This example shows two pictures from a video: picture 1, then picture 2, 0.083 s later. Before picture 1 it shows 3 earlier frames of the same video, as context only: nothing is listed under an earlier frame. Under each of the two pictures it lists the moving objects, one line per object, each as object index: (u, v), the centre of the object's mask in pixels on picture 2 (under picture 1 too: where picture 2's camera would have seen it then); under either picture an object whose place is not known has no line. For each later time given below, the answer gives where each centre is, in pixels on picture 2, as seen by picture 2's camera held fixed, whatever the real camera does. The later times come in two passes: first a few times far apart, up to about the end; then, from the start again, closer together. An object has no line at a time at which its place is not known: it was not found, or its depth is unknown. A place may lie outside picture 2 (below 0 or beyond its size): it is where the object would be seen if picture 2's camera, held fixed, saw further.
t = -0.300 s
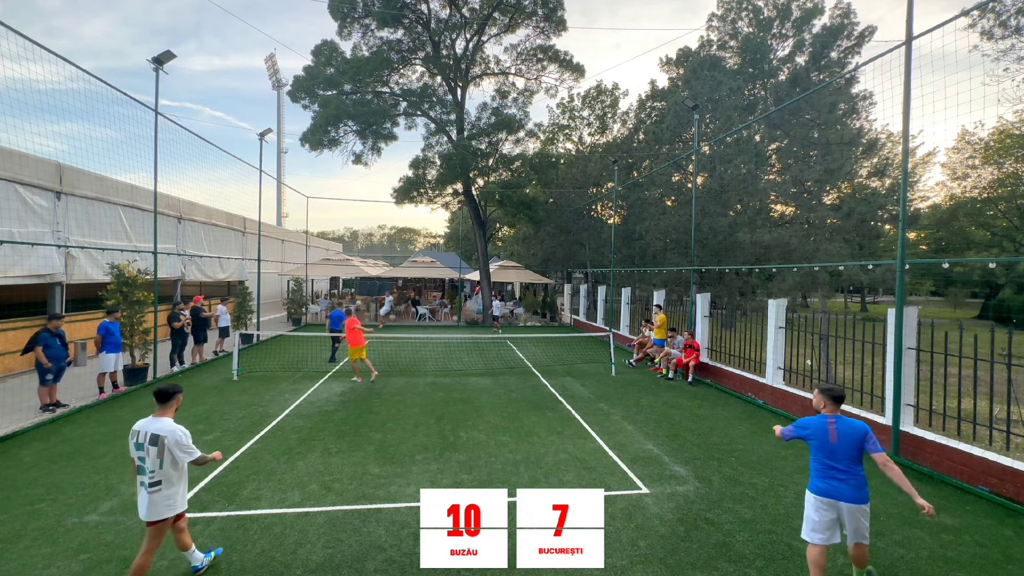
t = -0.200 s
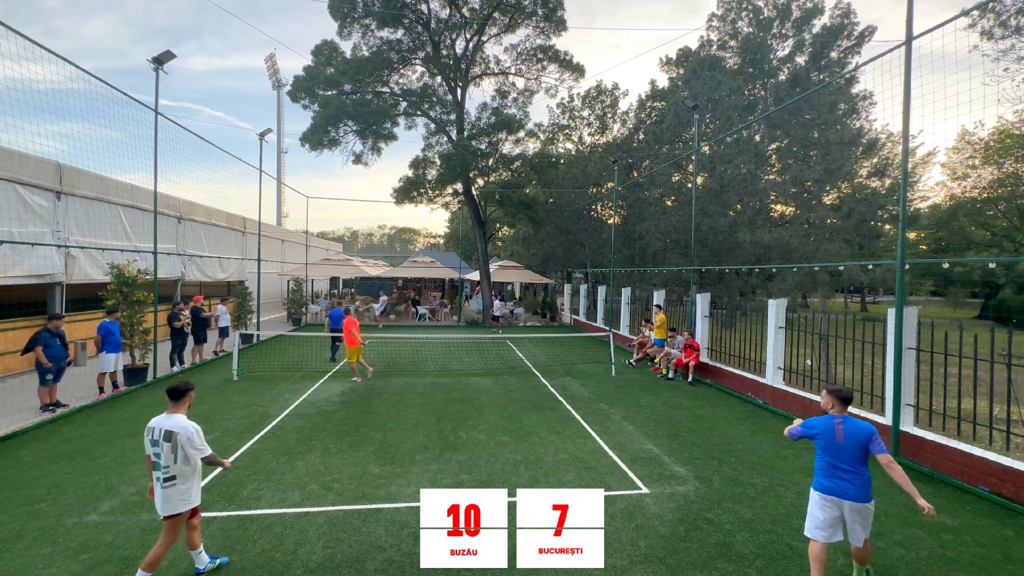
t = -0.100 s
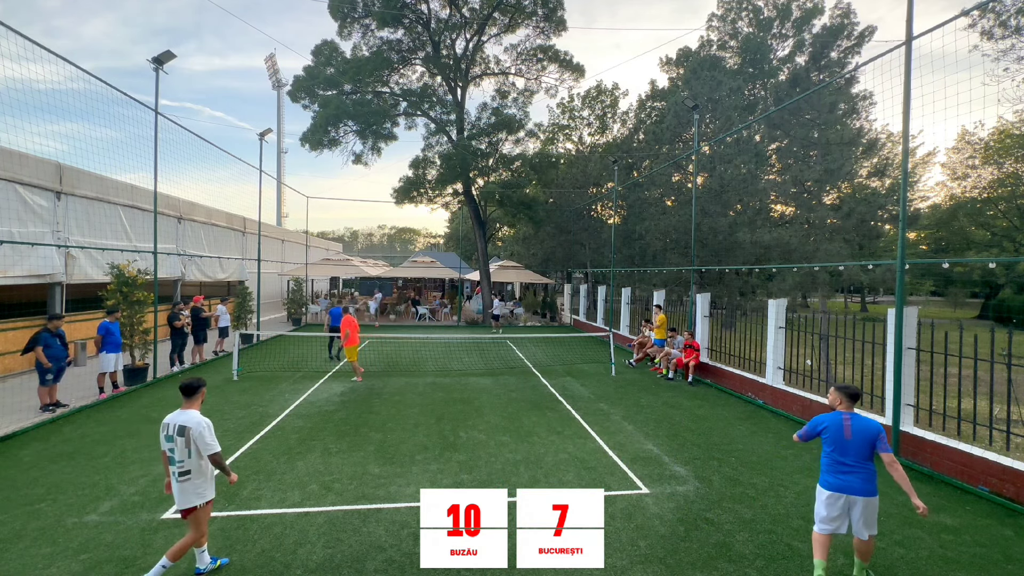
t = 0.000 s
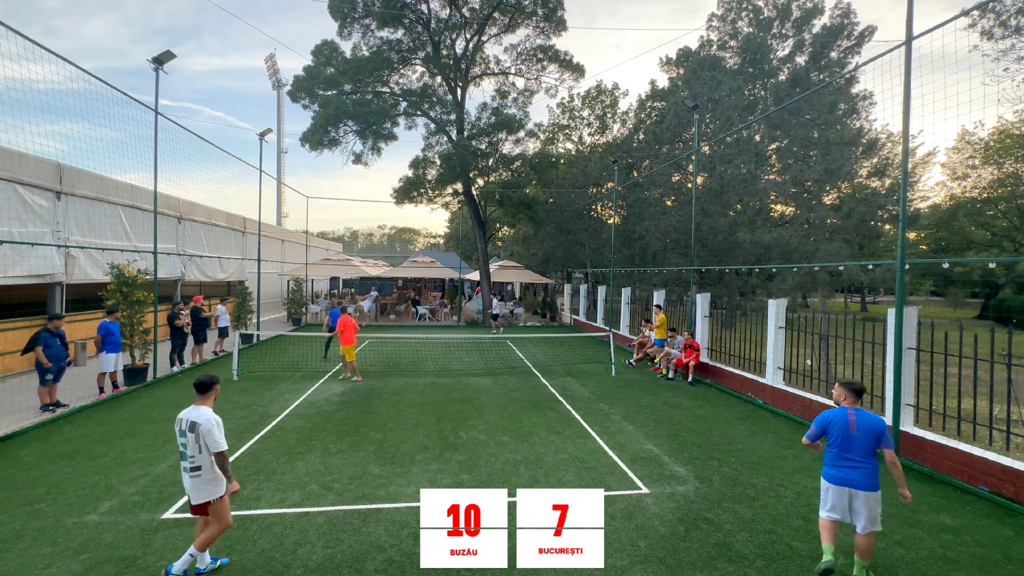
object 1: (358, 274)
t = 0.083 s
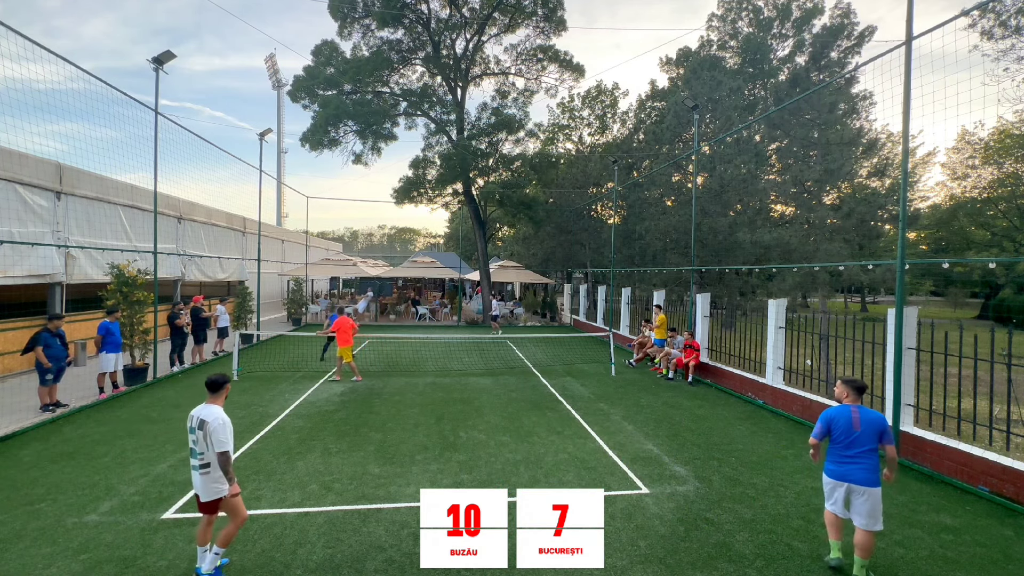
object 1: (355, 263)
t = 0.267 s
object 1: (352, 229)
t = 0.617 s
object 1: (349, 192)
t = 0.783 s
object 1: (347, 181)
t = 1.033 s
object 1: (344, 179)
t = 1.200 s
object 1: (341, 193)
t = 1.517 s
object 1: (334, 271)
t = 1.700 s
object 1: (328, 370)
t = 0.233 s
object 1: (352, 229)
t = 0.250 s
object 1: (351, 229)
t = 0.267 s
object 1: (352, 229)
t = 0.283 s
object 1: (352, 229)
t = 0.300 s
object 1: (352, 229)
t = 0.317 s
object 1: (352, 227)
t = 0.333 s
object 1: (352, 225)
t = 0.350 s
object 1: (352, 223)
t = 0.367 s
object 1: (352, 220)
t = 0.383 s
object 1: (352, 218)
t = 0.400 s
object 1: (352, 216)
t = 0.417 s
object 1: (351, 214)
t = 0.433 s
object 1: (351, 212)
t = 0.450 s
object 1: (351, 210)
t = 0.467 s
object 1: (351, 208)
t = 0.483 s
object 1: (351, 206)
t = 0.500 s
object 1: (351, 204)
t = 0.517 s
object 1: (350, 202)
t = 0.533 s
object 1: (350, 200)
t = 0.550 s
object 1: (350, 199)
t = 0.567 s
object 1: (350, 197)
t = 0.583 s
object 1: (350, 195)
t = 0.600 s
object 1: (349, 194)
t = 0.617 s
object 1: (349, 192)
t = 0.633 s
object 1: (349, 191)
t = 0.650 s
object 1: (349, 189)
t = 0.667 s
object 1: (349, 188)
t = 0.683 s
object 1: (349, 187)
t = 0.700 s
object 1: (348, 186)
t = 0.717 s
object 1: (348, 185)
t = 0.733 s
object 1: (348, 184)
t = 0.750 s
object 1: (348, 183)
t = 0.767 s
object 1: (347, 182)
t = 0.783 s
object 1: (347, 181)
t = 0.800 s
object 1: (347, 180)
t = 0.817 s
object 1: (347, 179)
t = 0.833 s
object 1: (347, 179)
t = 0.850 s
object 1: (347, 179)
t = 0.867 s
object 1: (346, 178)
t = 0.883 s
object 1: (346, 178)
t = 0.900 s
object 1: (346, 177)
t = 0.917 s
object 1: (346, 177)
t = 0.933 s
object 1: (345, 177)
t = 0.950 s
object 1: (345, 177)
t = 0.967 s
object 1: (345, 177)
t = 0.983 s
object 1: (345, 178)
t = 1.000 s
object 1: (344, 178)
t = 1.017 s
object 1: (344, 179)
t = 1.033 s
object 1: (344, 179)
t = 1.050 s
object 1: (344, 180)
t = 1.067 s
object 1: (343, 181)
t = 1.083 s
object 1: (343, 182)
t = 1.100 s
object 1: (343, 183)
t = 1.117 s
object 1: (343, 184)
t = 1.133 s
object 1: (342, 186)
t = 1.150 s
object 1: (342, 187)
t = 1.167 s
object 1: (342, 189)
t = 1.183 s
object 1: (342, 191)
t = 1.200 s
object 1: (341, 193)
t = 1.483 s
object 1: (335, 259)
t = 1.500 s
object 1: (335, 265)
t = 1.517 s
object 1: (334, 271)
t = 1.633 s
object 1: (331, 327)
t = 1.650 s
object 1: (330, 336)
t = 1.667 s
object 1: (329, 347)
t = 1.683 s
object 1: (329, 359)
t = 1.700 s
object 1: (328, 370)
